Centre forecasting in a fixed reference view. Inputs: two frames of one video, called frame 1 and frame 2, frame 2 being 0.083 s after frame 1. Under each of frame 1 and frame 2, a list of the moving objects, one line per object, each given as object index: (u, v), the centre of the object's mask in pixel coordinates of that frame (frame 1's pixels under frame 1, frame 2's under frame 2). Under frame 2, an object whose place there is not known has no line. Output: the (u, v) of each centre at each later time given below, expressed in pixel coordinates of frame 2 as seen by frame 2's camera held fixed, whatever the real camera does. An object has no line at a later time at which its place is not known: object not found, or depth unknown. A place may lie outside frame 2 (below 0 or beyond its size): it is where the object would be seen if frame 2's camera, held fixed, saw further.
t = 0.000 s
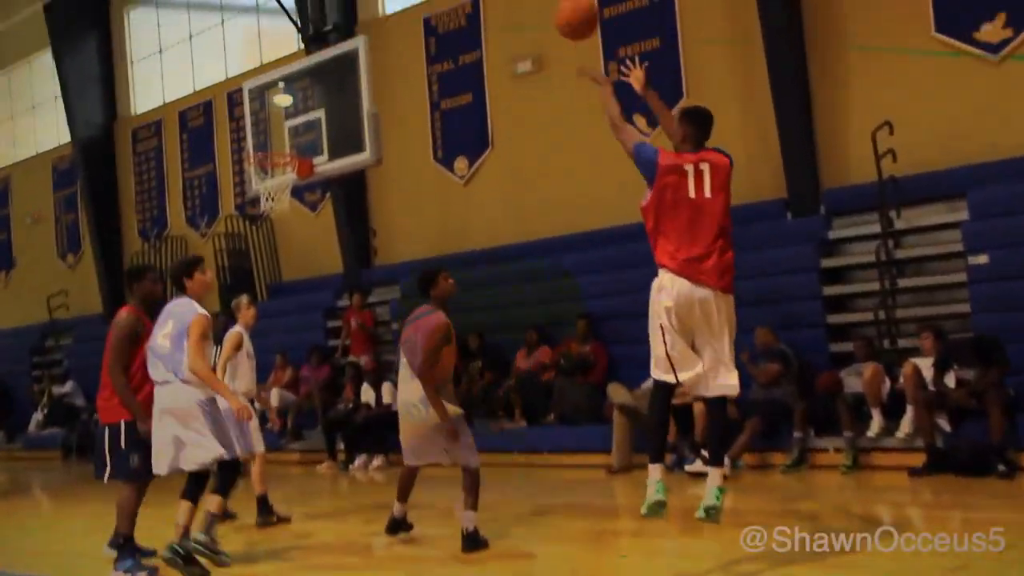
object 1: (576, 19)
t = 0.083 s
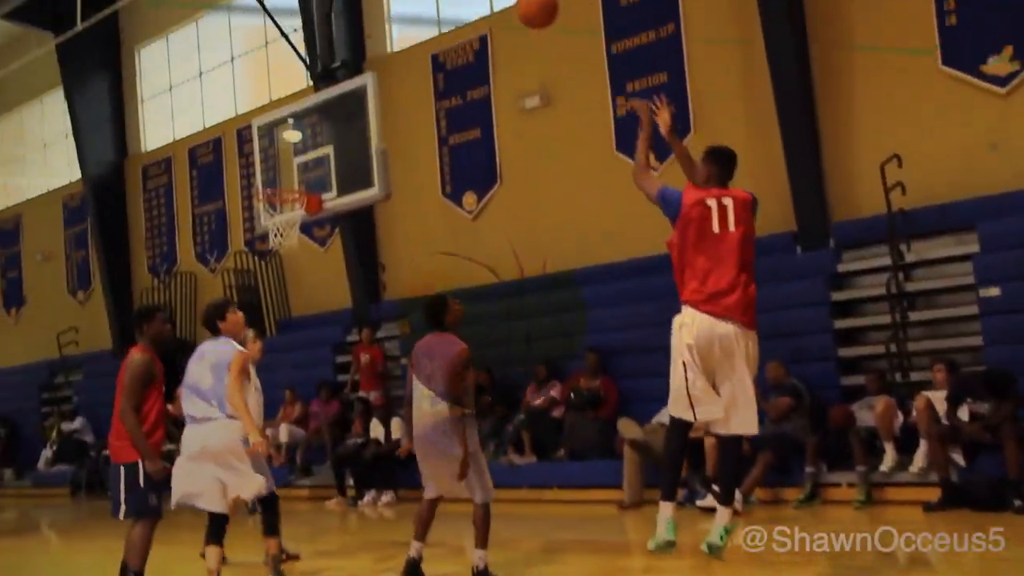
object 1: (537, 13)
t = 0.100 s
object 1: (529, 5)
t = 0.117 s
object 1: (520, -1)
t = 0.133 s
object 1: (512, -7)
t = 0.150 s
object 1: (503, -12)
